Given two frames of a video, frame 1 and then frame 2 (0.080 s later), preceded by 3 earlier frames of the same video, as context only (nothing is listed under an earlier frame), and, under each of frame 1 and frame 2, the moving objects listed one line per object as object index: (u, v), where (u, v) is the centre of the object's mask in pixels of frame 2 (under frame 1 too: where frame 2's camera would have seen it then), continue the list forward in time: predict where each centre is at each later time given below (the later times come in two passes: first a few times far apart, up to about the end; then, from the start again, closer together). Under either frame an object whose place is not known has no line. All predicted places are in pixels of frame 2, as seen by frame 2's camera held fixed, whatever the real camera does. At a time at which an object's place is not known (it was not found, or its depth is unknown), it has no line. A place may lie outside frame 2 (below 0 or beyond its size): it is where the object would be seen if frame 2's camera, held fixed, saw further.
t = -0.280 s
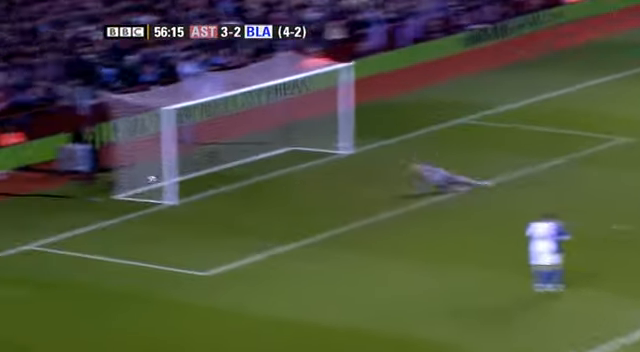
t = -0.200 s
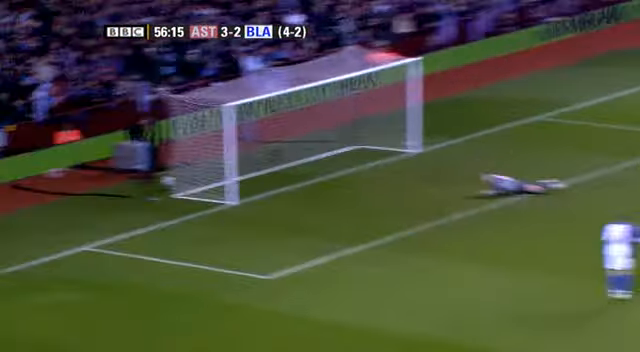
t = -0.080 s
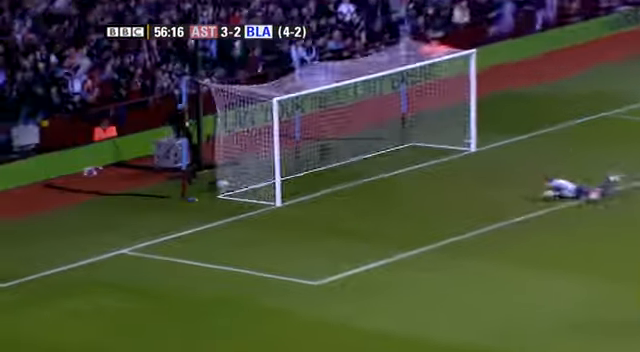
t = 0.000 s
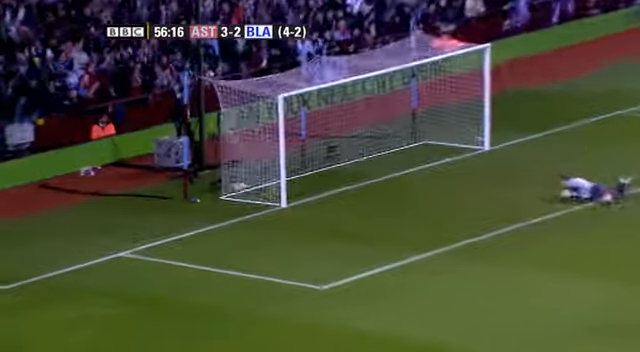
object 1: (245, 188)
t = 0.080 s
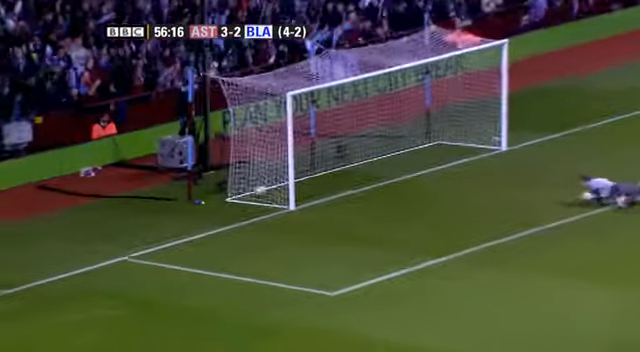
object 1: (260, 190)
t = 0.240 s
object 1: (280, 186)
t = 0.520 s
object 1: (318, 186)
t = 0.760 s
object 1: (348, 184)
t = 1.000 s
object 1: (376, 182)
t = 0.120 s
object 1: (266, 187)
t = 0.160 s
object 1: (270, 186)
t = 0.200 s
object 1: (275, 186)
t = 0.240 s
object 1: (280, 186)
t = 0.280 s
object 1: (285, 186)
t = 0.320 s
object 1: (295, 187)
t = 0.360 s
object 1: (298, 187)
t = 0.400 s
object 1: (301, 186)
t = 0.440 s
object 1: (306, 186)
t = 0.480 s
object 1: (312, 185)
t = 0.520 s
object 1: (318, 186)
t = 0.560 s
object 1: (322, 186)
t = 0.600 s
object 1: (328, 185)
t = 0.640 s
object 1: (333, 185)
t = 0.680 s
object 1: (338, 185)
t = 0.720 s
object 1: (343, 184)
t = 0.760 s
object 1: (348, 184)
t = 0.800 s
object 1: (352, 183)
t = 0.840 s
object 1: (357, 183)
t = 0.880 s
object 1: (362, 182)
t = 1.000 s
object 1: (376, 182)
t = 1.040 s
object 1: (380, 182)
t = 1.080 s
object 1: (384, 182)
